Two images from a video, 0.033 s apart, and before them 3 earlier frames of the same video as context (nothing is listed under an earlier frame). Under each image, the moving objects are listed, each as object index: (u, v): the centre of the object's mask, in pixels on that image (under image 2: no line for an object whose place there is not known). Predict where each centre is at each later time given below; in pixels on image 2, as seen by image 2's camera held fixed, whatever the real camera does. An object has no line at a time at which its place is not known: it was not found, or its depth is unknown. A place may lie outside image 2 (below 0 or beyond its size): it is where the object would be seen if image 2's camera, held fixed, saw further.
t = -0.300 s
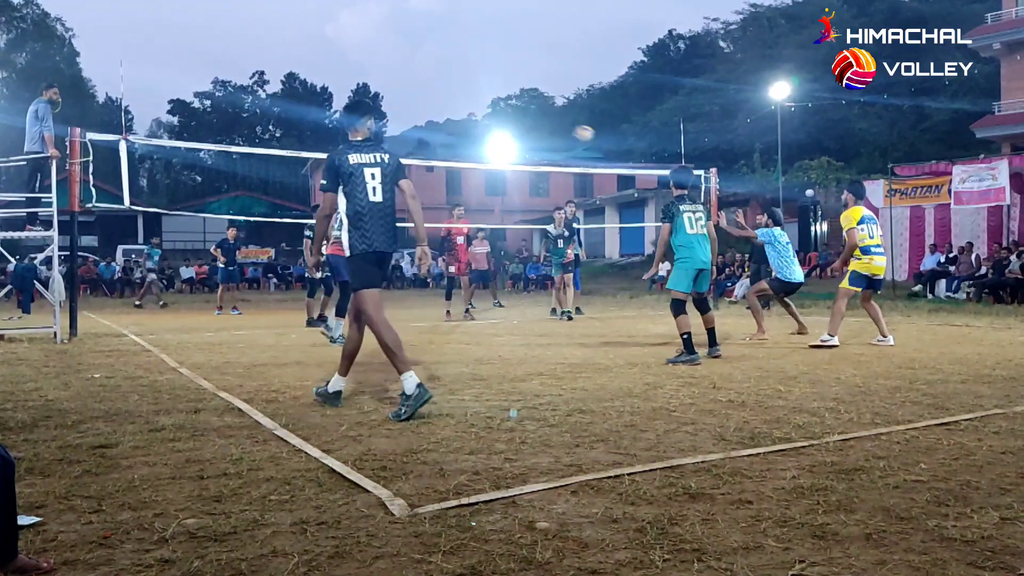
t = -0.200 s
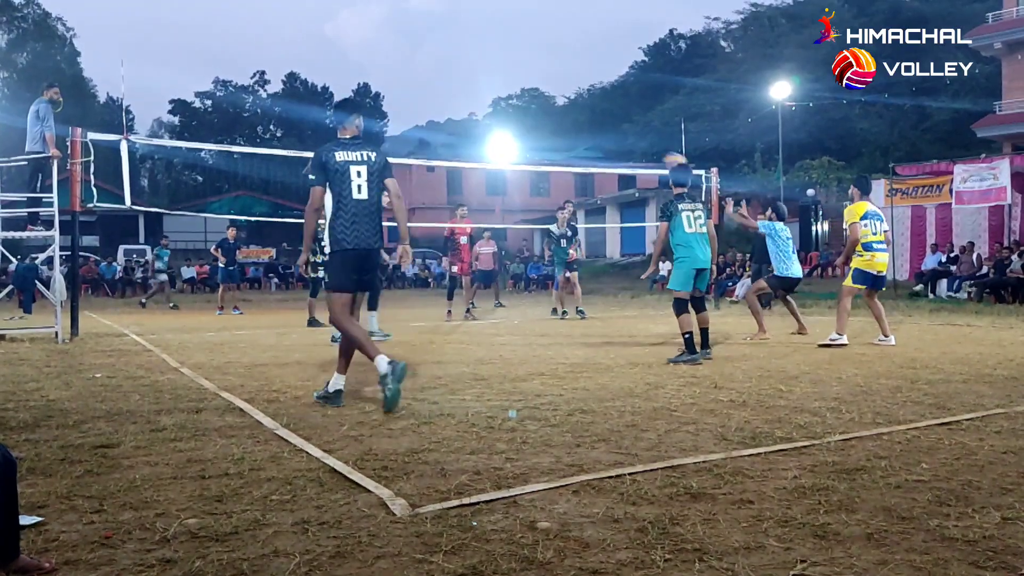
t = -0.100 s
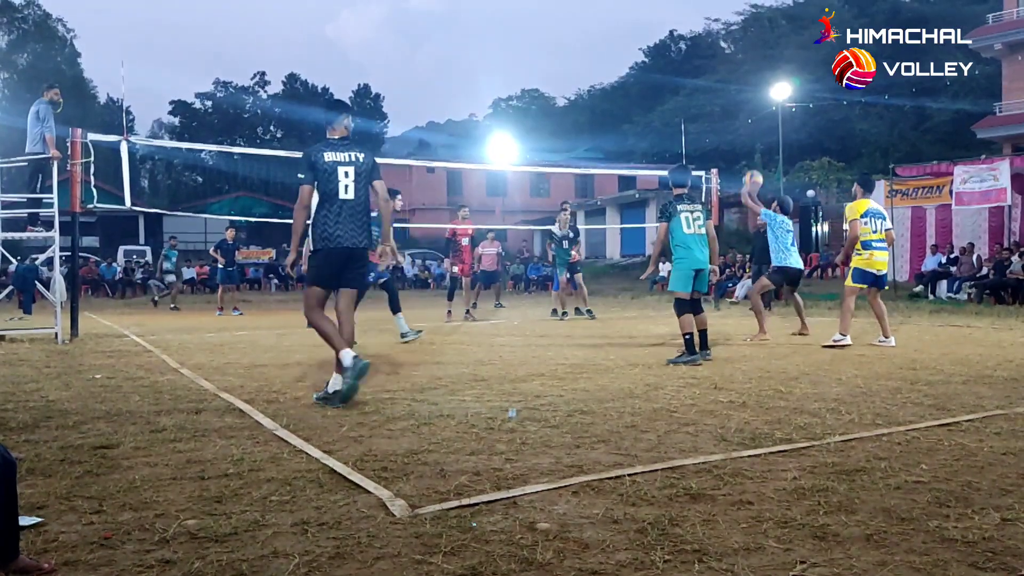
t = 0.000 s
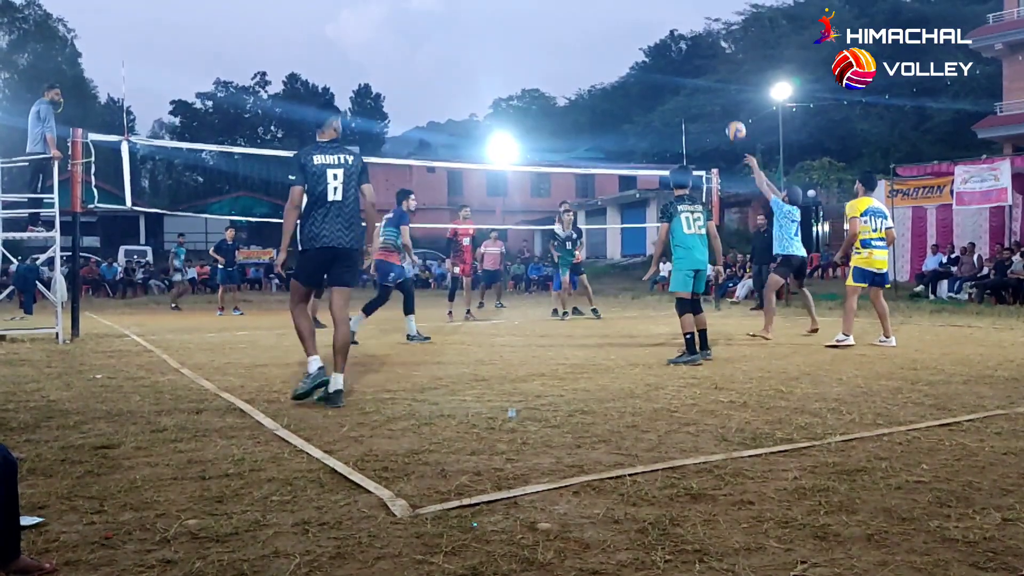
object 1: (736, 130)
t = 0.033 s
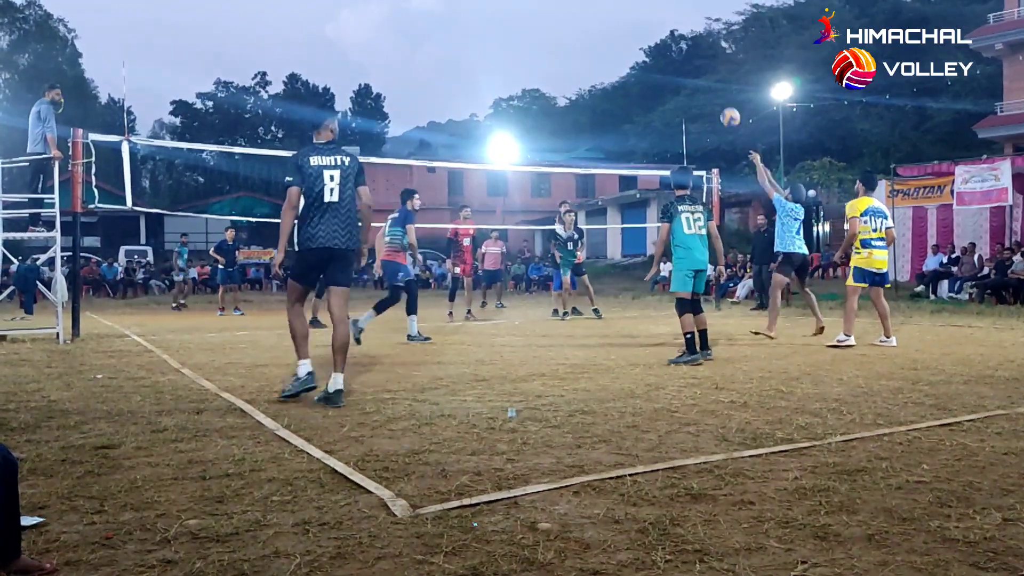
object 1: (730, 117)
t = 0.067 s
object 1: (724, 104)
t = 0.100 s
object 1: (718, 92)
